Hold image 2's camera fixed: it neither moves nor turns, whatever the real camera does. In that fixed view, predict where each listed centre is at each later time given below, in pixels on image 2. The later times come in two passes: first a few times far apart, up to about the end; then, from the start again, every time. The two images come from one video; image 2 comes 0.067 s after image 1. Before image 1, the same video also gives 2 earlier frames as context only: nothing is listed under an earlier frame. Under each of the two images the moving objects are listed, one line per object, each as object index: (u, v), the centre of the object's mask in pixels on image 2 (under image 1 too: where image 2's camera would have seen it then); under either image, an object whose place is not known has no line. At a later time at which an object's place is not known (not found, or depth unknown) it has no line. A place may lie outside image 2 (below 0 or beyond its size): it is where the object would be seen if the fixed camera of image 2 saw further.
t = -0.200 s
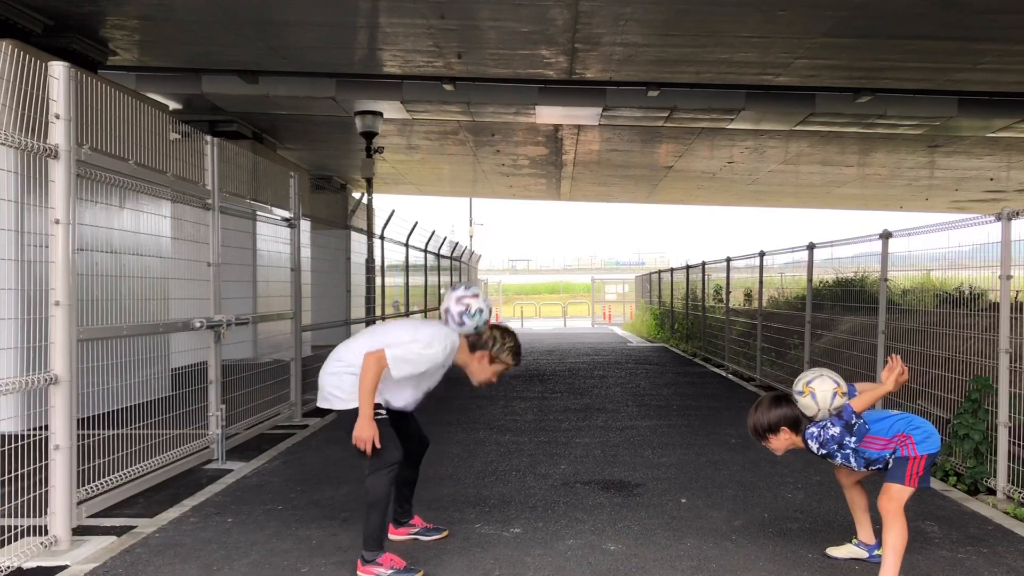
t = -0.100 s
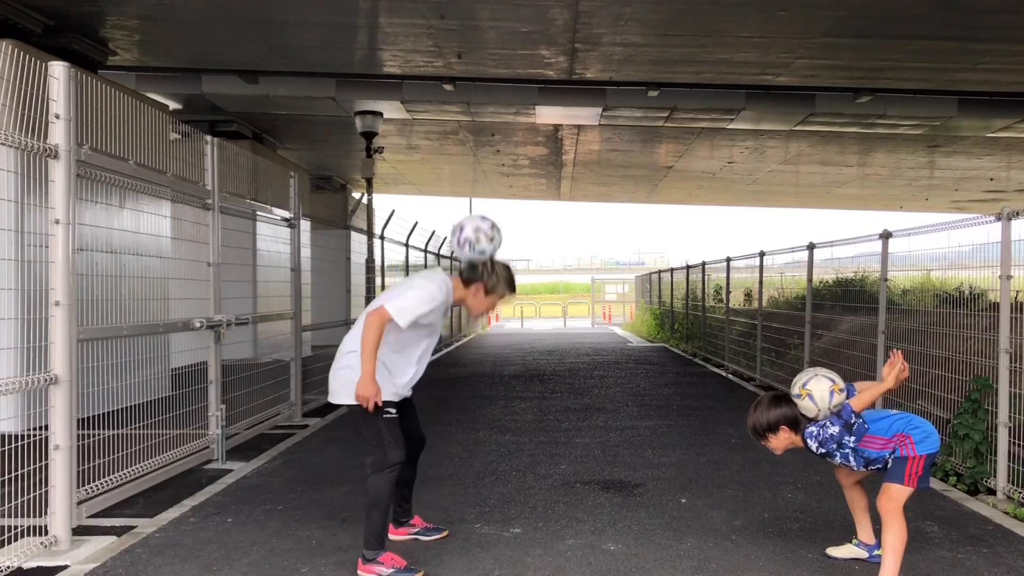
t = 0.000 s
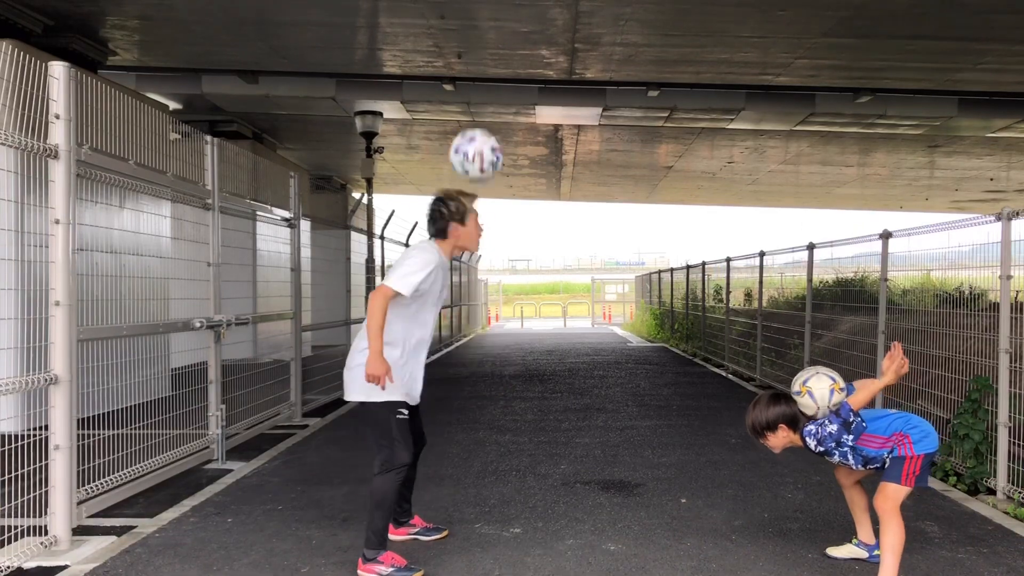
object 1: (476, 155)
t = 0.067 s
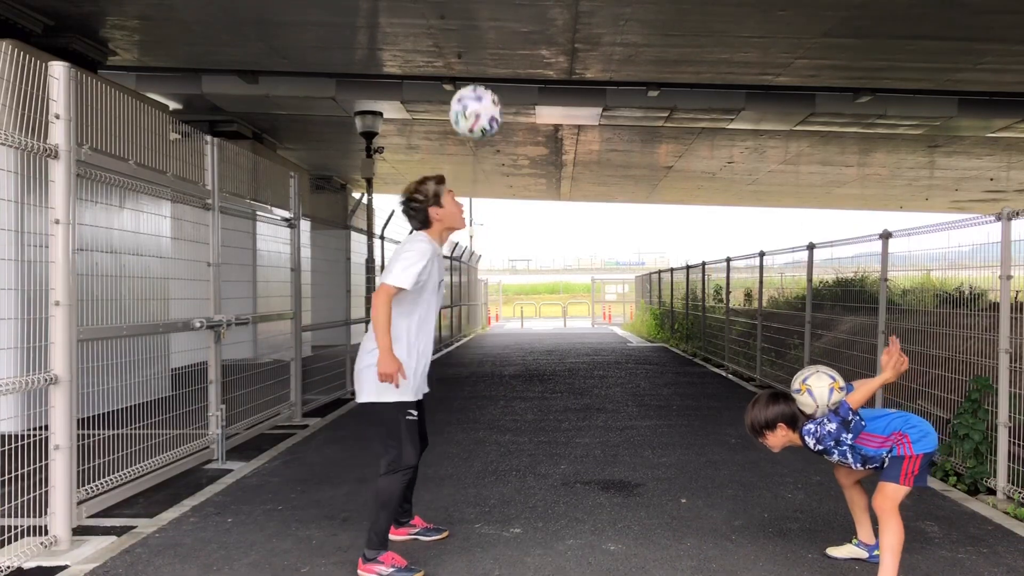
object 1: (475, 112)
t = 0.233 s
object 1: (475, 49)
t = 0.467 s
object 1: (475, 71)
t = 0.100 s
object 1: (475, 94)
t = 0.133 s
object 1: (475, 79)
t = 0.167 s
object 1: (475, 67)
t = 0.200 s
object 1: (475, 57)
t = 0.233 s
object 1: (475, 49)
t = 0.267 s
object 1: (475, 44)
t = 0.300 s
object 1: (475, 42)
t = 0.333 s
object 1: (475, 42)
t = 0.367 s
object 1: (475, 45)
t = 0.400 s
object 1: (475, 51)
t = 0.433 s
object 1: (475, 59)
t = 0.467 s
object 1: (475, 71)
